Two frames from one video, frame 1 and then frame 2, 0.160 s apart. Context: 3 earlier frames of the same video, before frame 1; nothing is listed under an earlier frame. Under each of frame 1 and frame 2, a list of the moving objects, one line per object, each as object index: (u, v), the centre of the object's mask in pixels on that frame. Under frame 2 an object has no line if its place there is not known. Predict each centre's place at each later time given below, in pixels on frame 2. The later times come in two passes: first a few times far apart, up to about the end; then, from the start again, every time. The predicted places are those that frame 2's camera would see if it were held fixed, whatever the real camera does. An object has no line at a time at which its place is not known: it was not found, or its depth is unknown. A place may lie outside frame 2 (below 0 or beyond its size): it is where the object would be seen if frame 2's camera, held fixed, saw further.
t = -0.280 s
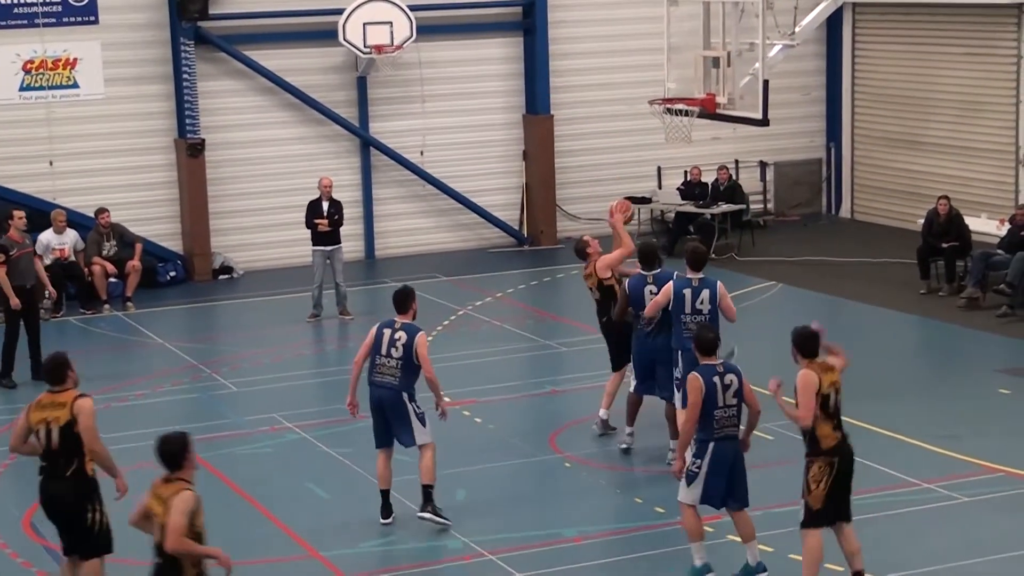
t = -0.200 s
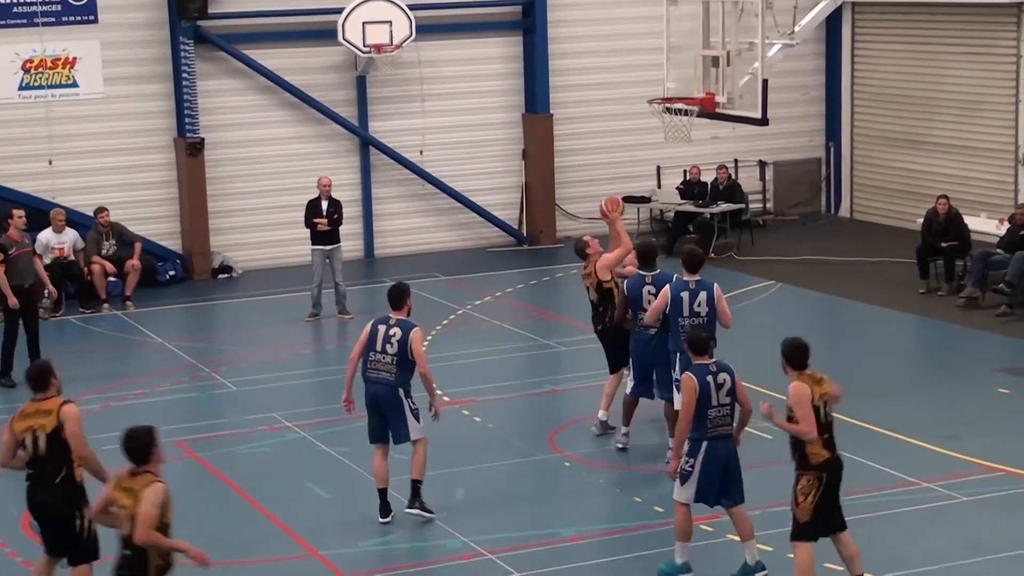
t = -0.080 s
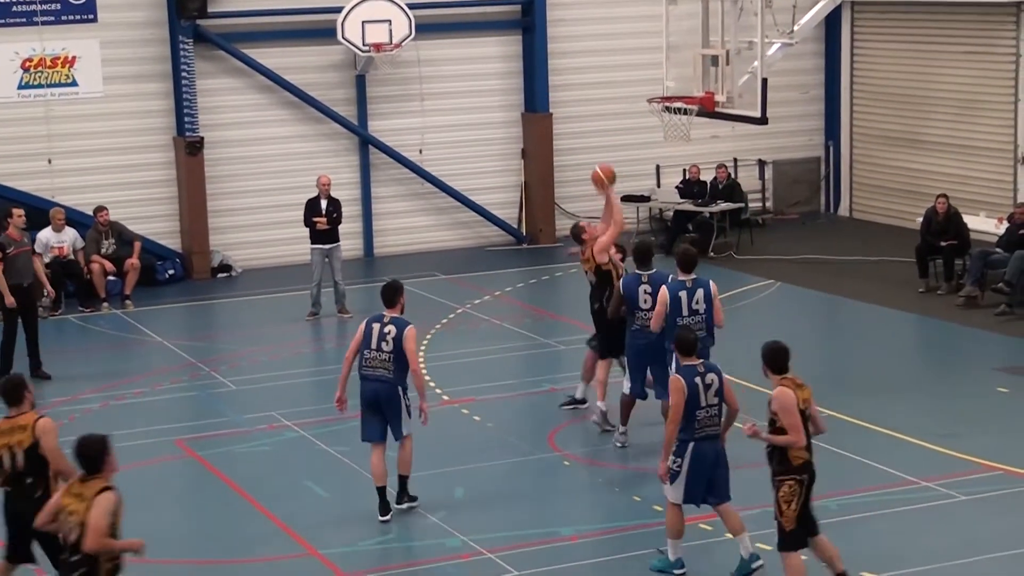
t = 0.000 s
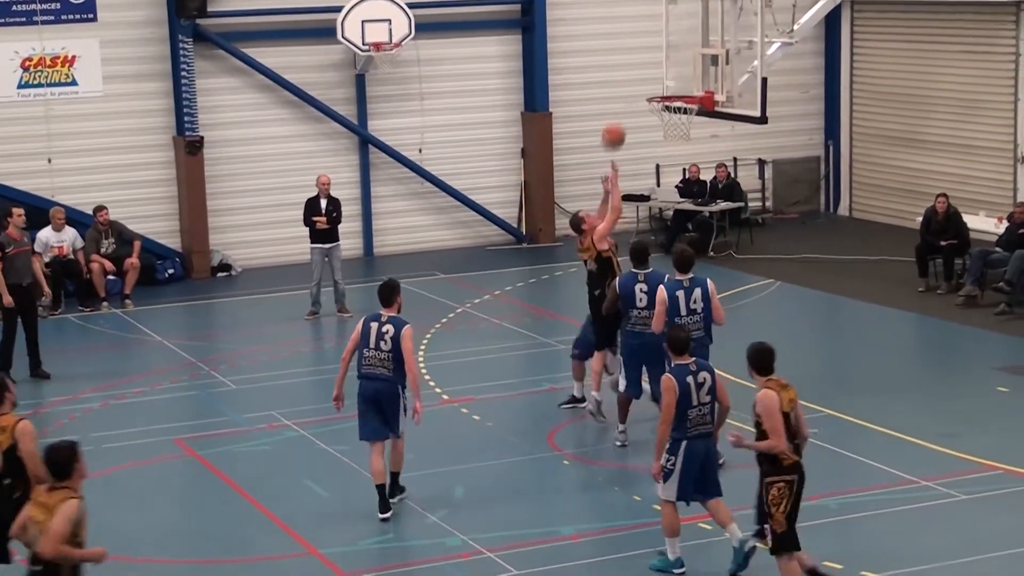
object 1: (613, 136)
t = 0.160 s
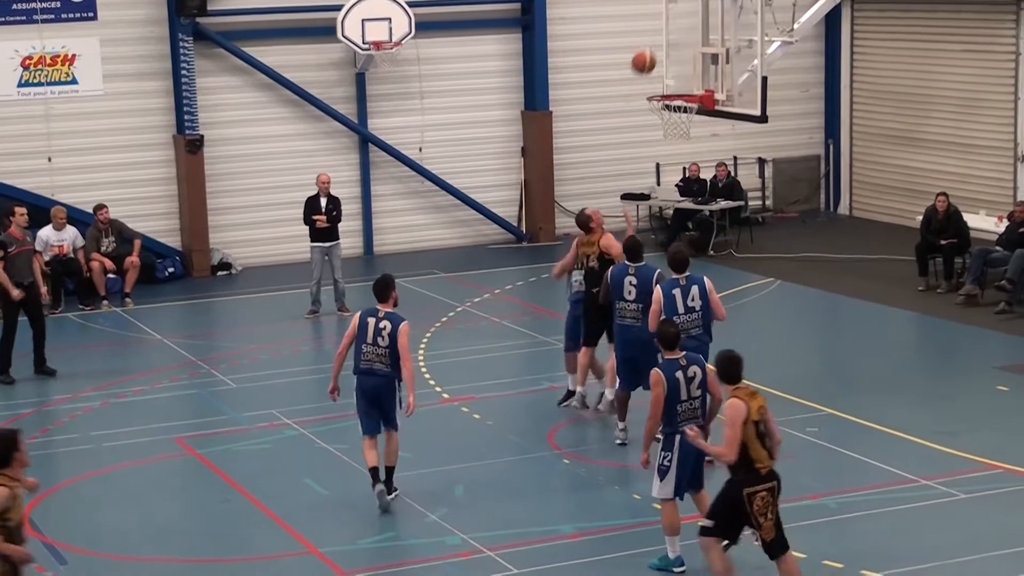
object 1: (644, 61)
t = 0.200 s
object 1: (651, 47)
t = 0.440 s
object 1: (684, 9)
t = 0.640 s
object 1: (670, 33)
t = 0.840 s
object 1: (662, 84)
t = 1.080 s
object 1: (682, 80)
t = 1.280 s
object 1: (676, 76)
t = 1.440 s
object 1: (670, 103)
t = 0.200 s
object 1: (651, 47)
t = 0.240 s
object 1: (659, 35)
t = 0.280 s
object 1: (666, 24)
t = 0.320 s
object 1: (674, 14)
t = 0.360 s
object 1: (682, 10)
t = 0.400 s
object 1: (687, 8)
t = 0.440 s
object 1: (684, 9)
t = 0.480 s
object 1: (681, 10)
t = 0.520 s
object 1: (678, 12)
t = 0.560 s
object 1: (675, 16)
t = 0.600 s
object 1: (673, 23)
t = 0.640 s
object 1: (670, 33)
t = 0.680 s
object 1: (667, 44)
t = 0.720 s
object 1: (664, 57)
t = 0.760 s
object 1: (661, 72)
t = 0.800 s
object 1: (659, 88)
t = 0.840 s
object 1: (662, 84)
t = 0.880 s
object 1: (666, 80)
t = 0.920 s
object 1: (670, 79)
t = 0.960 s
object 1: (674, 79)
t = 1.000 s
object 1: (678, 80)
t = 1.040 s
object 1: (682, 83)
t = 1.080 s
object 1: (682, 80)
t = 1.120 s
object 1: (680, 76)
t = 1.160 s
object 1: (679, 73)
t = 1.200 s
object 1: (678, 73)
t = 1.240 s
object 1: (677, 73)
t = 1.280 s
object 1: (676, 76)
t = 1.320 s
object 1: (674, 80)
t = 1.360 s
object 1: (673, 86)
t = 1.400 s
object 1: (671, 92)
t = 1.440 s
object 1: (670, 103)
